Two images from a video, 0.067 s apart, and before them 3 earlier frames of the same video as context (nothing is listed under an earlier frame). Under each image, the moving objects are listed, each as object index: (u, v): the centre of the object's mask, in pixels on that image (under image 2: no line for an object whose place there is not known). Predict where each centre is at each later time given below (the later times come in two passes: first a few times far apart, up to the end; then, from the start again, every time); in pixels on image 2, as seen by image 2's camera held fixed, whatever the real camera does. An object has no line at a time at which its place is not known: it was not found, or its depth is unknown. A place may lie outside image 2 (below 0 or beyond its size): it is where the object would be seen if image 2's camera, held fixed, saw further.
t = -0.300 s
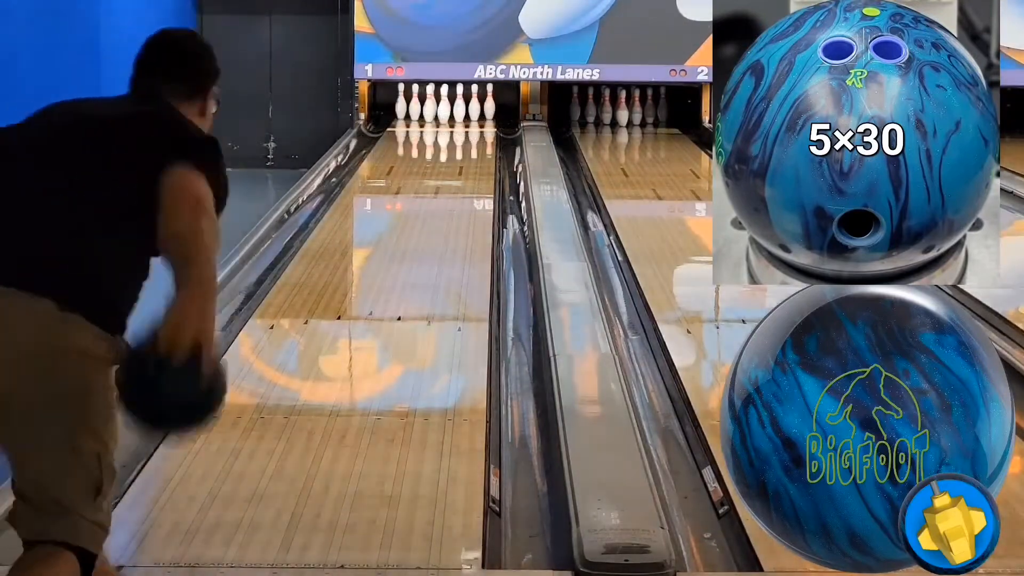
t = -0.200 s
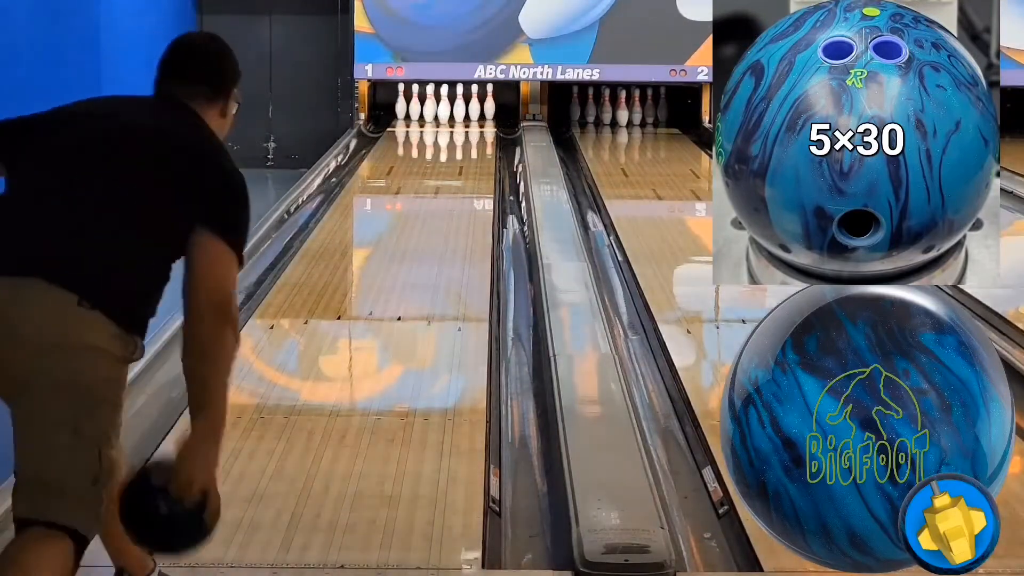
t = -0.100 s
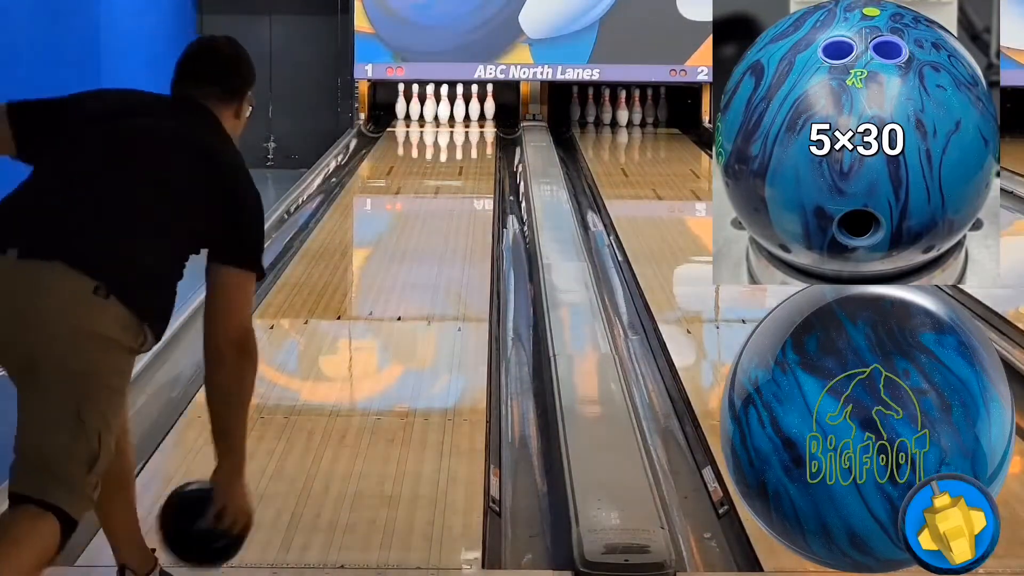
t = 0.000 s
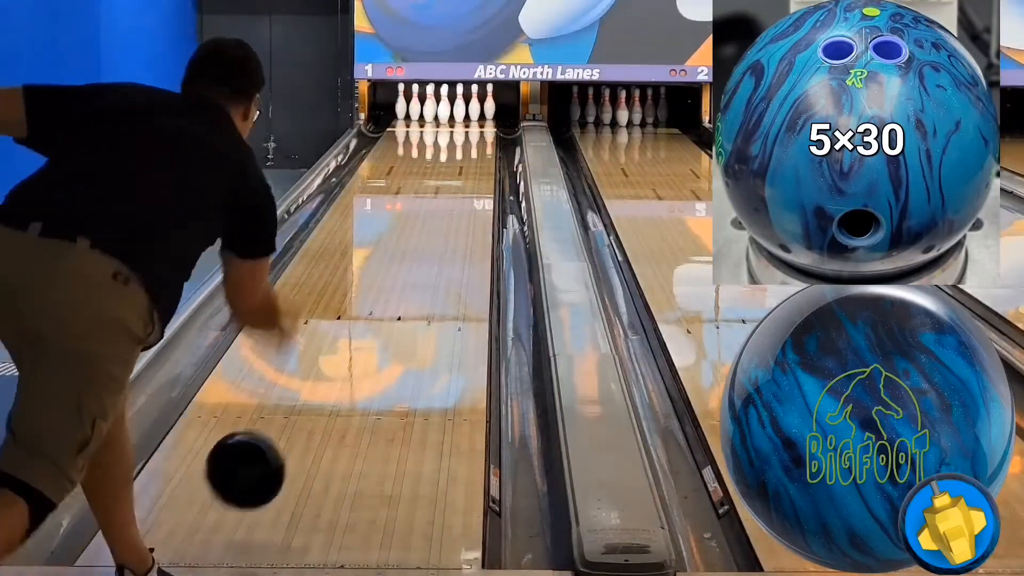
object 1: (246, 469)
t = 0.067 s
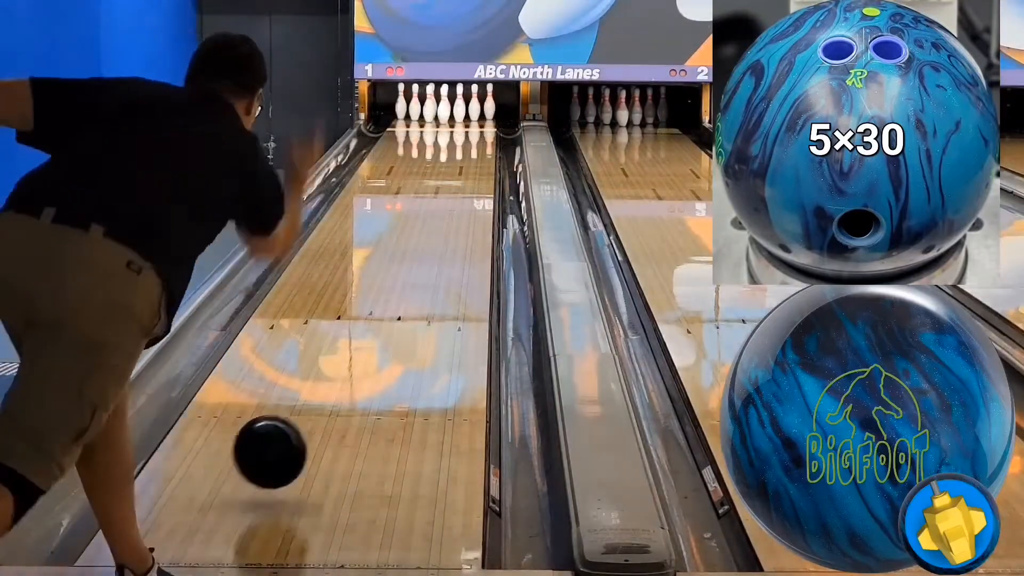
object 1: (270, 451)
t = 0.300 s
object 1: (332, 371)
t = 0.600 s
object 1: (384, 291)
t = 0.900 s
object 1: (417, 239)
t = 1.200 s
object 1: (440, 202)
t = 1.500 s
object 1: (456, 174)
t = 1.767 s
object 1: (466, 155)
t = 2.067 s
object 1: (471, 137)
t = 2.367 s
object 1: (467, 124)
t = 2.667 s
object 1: (458, 114)
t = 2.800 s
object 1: (460, 111)
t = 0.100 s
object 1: (281, 449)
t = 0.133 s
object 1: (291, 433)
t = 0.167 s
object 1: (300, 421)
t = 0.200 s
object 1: (309, 408)
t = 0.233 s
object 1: (317, 396)
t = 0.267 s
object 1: (325, 384)
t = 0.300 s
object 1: (332, 371)
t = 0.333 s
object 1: (339, 360)
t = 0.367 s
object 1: (346, 350)
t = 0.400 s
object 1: (352, 340)
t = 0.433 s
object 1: (358, 331)
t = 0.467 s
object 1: (364, 322)
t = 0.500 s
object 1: (369, 314)
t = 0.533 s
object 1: (374, 306)
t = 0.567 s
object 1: (379, 298)
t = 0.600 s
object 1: (384, 291)
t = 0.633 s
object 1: (388, 284)
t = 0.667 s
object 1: (392, 278)
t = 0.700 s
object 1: (396, 272)
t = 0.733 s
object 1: (400, 266)
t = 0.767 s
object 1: (404, 260)
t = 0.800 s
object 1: (407, 255)
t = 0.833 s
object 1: (410, 250)
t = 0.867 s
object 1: (414, 244)
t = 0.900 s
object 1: (417, 239)
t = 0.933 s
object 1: (420, 235)
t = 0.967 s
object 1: (423, 230)
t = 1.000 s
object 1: (426, 226)
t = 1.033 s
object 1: (428, 221)
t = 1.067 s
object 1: (431, 217)
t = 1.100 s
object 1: (433, 213)
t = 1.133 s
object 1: (435, 209)
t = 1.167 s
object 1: (438, 205)
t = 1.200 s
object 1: (440, 202)
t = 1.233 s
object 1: (442, 198)
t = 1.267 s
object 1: (444, 195)
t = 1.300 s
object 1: (446, 192)
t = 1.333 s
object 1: (448, 189)
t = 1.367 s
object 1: (450, 186)
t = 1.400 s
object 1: (451, 183)
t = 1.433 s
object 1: (453, 180)
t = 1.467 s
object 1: (455, 177)
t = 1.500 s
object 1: (456, 174)
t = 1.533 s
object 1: (458, 171)
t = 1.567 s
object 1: (459, 169)
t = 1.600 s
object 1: (460, 166)
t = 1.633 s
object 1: (462, 164)
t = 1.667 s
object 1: (463, 161)
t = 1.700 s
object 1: (464, 159)
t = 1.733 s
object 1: (465, 157)
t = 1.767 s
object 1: (466, 155)
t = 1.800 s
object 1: (467, 152)
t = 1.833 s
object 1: (468, 150)
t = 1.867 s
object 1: (469, 148)
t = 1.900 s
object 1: (470, 146)
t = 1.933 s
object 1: (470, 144)
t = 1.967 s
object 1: (471, 142)
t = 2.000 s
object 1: (471, 141)
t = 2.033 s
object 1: (471, 139)
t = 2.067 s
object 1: (471, 137)
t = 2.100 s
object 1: (471, 135)
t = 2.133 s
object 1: (471, 134)
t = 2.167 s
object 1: (470, 132)
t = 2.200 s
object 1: (470, 131)
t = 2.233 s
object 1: (470, 130)
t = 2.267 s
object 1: (469, 128)
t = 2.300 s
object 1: (469, 127)
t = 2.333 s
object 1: (468, 125)
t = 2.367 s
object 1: (467, 124)
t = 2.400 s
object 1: (466, 123)
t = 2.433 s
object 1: (465, 121)
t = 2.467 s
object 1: (464, 120)
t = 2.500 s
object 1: (462, 119)
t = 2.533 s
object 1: (462, 118)
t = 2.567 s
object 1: (461, 117)
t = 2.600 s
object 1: (459, 116)
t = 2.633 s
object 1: (458, 115)
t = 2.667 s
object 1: (458, 114)
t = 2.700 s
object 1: (458, 113)
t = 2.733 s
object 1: (460, 112)
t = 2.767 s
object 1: (460, 111)
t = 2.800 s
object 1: (460, 111)
